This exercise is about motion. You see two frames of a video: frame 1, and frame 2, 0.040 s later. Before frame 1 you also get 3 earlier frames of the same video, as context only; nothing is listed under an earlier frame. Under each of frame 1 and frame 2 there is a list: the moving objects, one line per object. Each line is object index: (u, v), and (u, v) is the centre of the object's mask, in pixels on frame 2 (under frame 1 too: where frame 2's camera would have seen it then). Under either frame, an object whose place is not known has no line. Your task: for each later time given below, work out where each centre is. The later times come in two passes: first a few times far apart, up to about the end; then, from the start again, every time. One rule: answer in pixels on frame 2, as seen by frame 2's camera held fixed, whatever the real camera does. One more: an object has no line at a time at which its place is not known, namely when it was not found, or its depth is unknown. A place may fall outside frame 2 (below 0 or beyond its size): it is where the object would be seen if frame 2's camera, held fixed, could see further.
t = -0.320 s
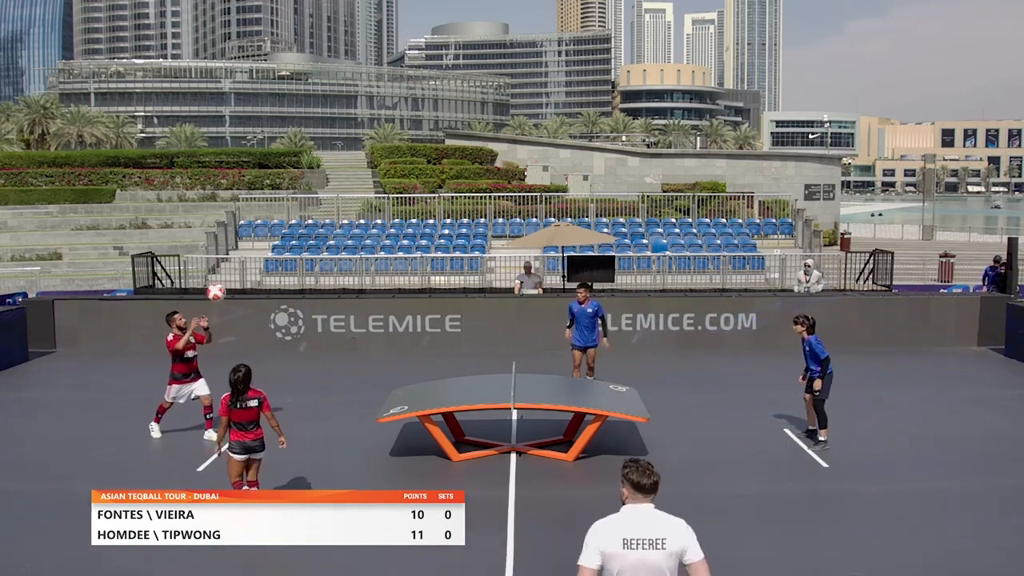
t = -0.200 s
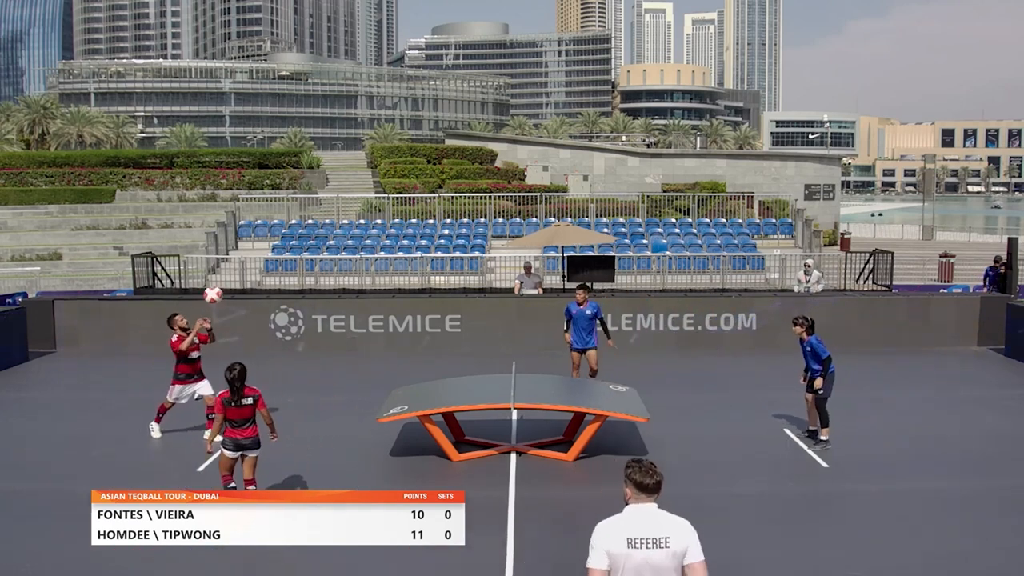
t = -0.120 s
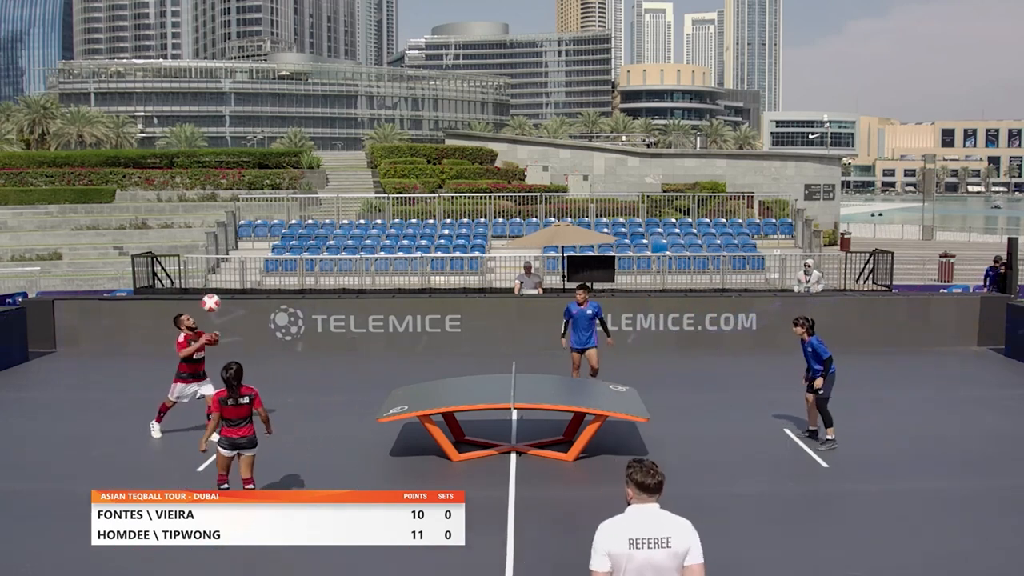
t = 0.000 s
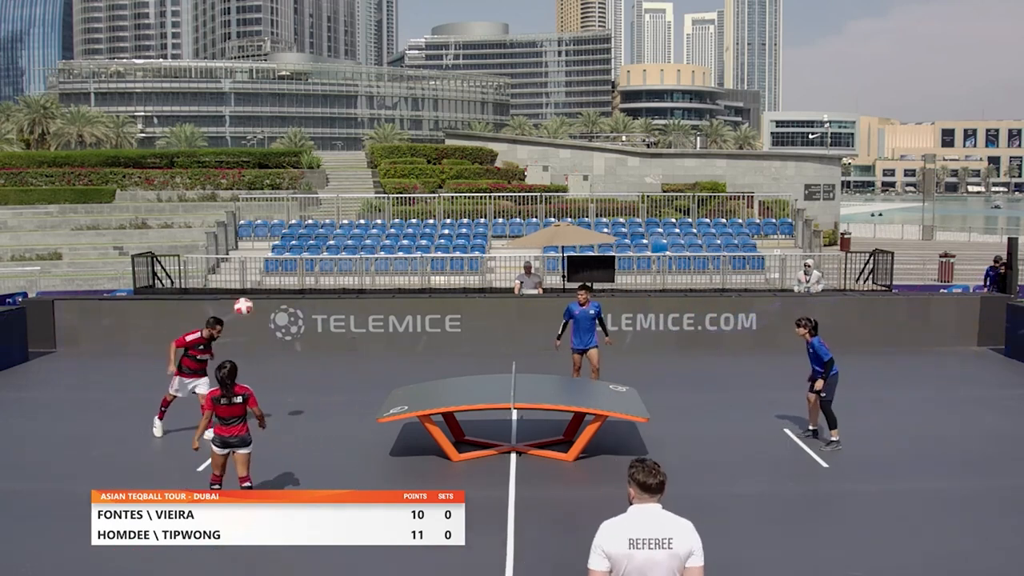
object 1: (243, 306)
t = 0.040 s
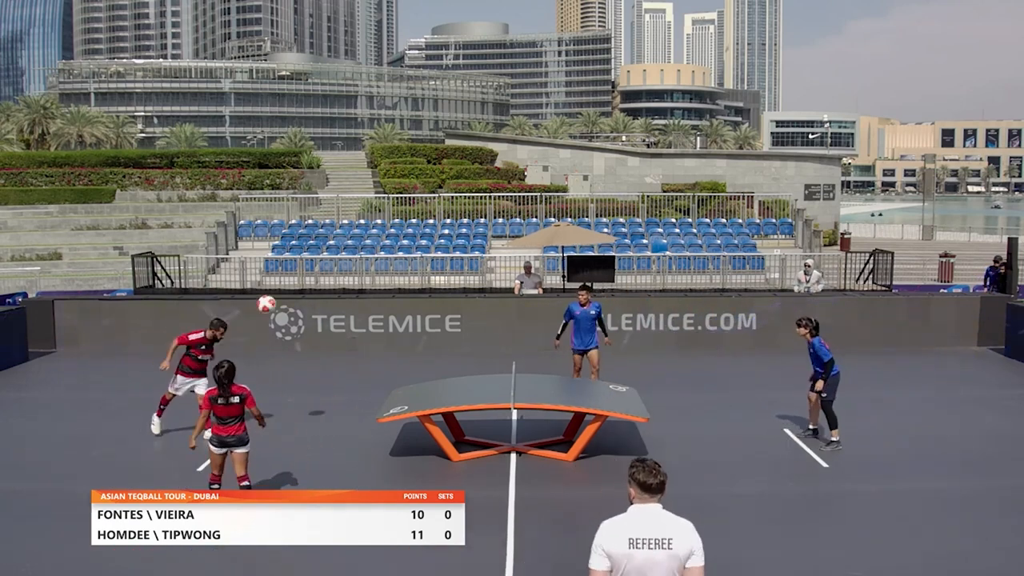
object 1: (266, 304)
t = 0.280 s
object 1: (410, 317)
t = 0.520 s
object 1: (557, 377)
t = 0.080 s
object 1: (290, 303)
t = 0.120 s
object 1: (313, 303)
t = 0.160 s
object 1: (337, 305)
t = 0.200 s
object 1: (361, 308)
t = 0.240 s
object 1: (386, 312)
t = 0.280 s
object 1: (410, 317)
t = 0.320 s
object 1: (434, 323)
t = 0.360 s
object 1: (459, 331)
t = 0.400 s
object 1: (484, 340)
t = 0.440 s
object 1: (508, 351)
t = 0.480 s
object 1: (533, 363)
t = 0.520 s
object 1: (557, 377)
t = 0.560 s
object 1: (577, 382)
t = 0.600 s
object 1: (591, 375)
